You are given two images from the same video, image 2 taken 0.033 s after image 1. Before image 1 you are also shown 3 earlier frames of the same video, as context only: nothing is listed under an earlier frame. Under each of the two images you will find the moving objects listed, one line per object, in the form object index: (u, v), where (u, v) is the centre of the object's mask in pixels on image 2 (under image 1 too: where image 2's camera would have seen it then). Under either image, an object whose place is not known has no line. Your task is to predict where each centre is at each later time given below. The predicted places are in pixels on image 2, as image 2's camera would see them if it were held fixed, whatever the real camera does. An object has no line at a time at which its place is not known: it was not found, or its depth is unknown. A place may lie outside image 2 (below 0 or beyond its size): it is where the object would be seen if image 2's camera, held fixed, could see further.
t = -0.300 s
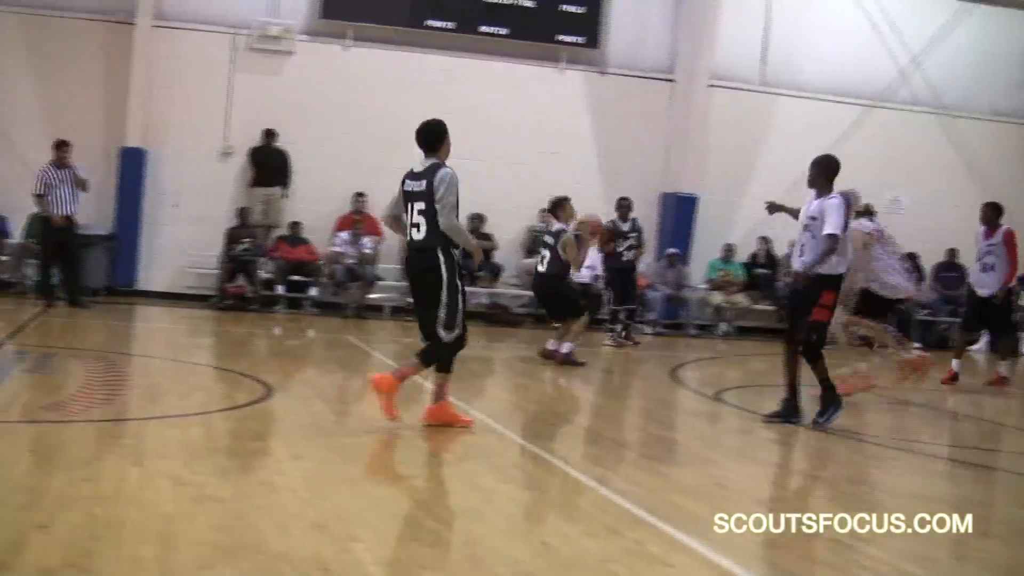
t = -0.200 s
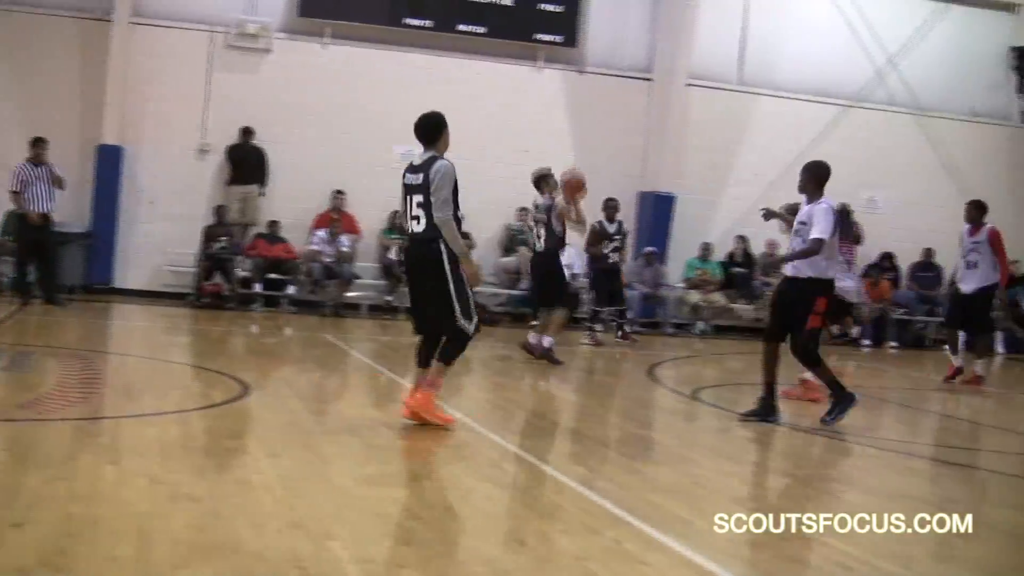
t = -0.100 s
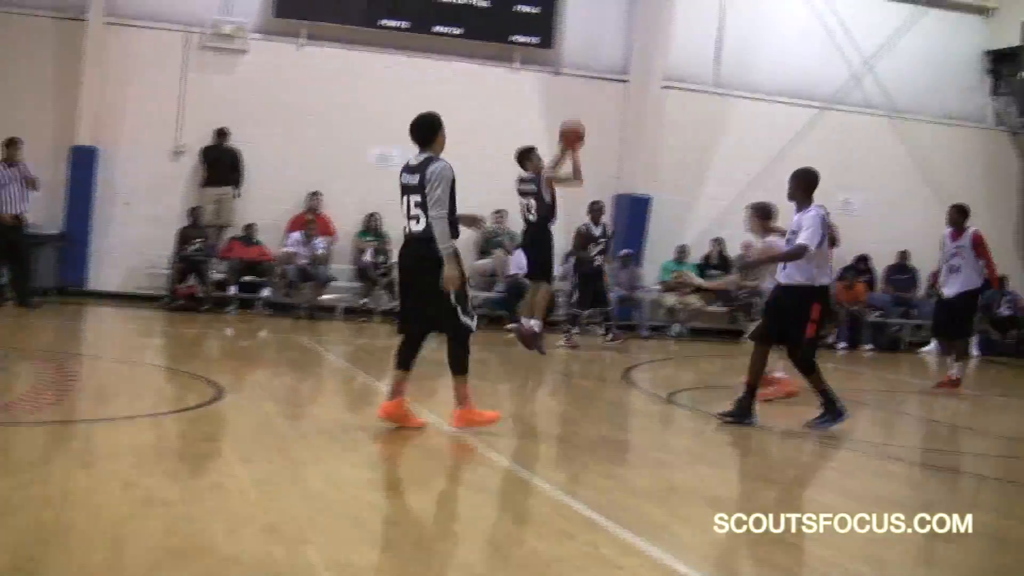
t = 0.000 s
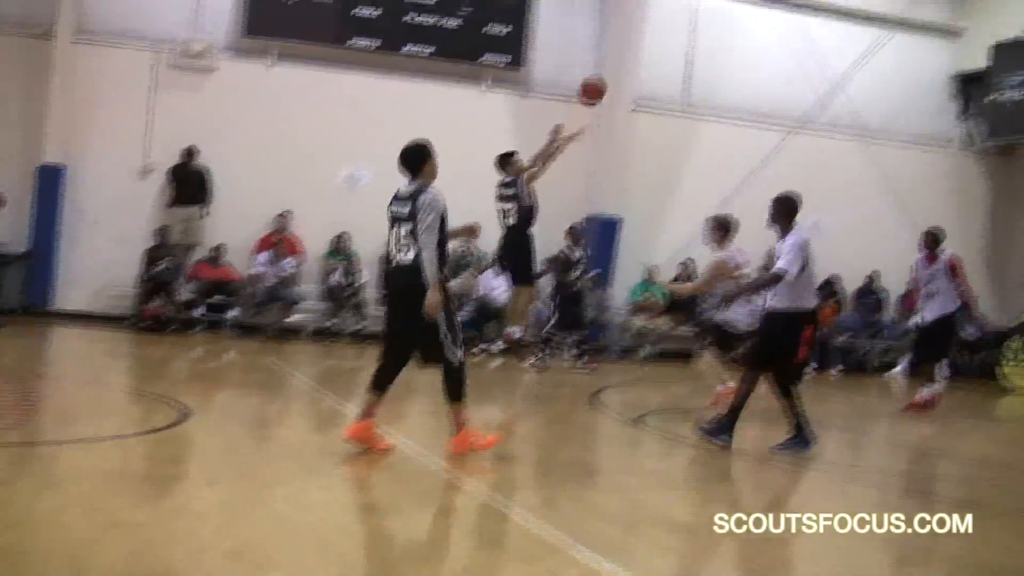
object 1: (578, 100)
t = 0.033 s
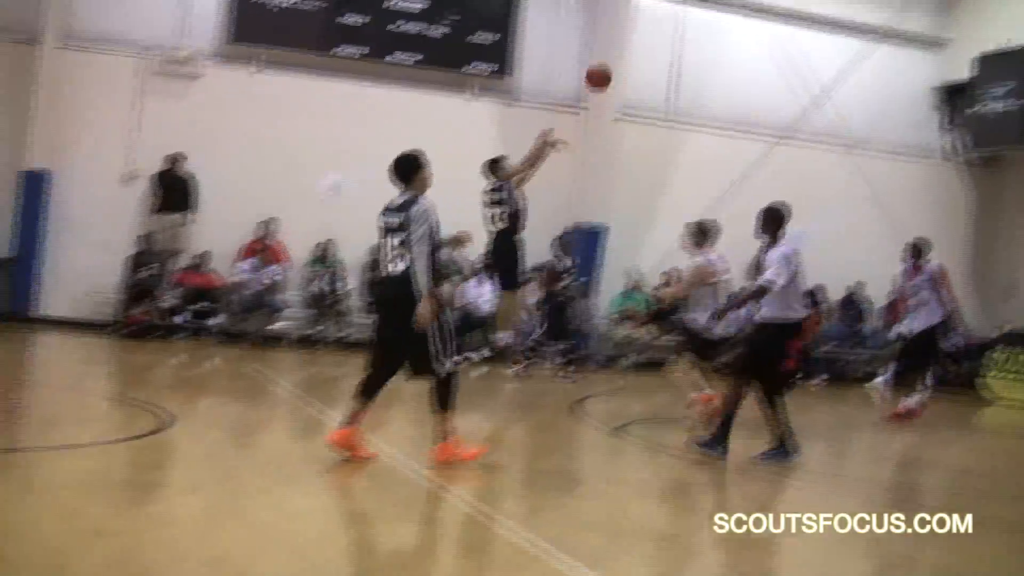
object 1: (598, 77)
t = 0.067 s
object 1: (618, 56)
